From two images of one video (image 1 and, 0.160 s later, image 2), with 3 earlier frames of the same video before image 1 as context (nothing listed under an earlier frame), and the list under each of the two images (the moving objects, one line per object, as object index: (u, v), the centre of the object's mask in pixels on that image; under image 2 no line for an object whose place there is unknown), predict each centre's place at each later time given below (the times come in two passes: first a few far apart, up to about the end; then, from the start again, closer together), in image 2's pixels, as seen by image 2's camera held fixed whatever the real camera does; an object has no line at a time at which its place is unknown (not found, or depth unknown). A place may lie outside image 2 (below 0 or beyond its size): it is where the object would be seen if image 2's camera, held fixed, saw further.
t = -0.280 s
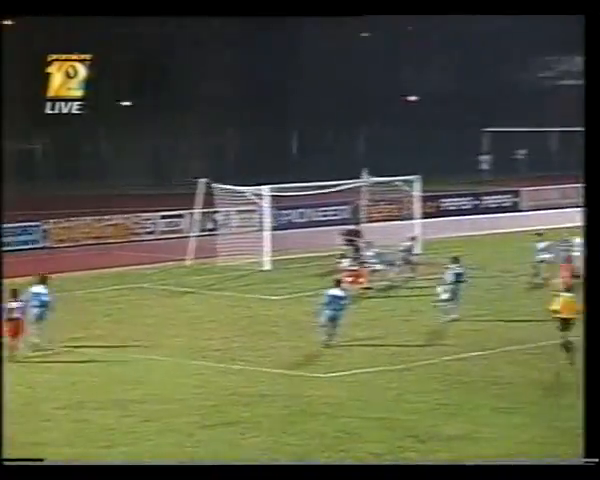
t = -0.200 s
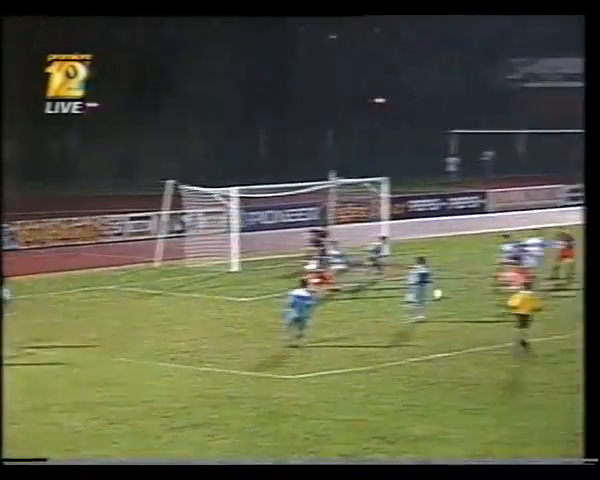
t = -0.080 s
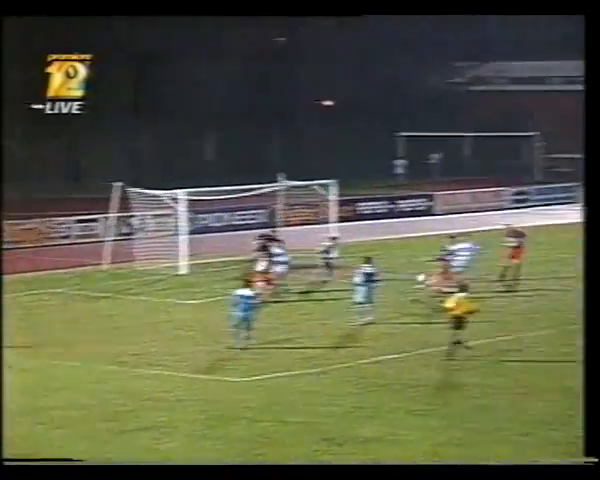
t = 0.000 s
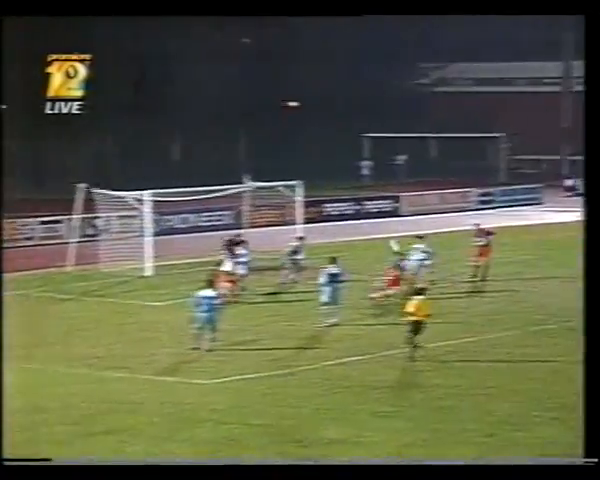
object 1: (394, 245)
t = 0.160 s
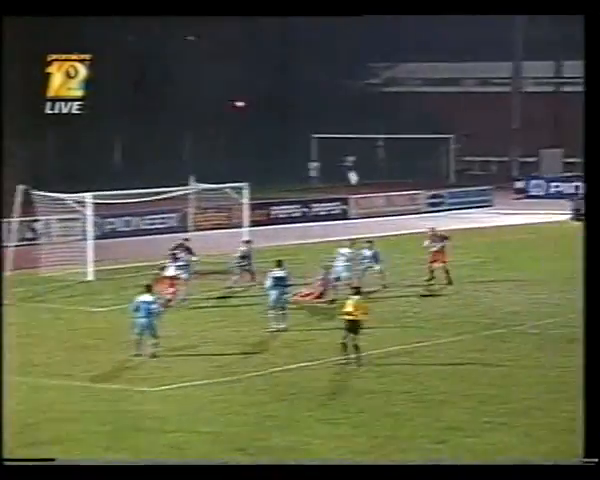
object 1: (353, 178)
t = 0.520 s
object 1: (377, 63)
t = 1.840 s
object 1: (464, 83)
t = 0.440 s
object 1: (372, 83)
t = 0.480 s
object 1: (374, 73)
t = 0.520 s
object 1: (377, 63)
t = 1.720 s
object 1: (458, 57)
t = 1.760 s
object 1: (459, 65)
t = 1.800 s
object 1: (462, 73)
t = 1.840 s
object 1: (464, 83)
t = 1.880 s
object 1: (466, 92)
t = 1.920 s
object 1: (468, 102)
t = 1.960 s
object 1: (470, 113)
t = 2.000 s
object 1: (471, 124)
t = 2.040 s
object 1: (472, 135)
